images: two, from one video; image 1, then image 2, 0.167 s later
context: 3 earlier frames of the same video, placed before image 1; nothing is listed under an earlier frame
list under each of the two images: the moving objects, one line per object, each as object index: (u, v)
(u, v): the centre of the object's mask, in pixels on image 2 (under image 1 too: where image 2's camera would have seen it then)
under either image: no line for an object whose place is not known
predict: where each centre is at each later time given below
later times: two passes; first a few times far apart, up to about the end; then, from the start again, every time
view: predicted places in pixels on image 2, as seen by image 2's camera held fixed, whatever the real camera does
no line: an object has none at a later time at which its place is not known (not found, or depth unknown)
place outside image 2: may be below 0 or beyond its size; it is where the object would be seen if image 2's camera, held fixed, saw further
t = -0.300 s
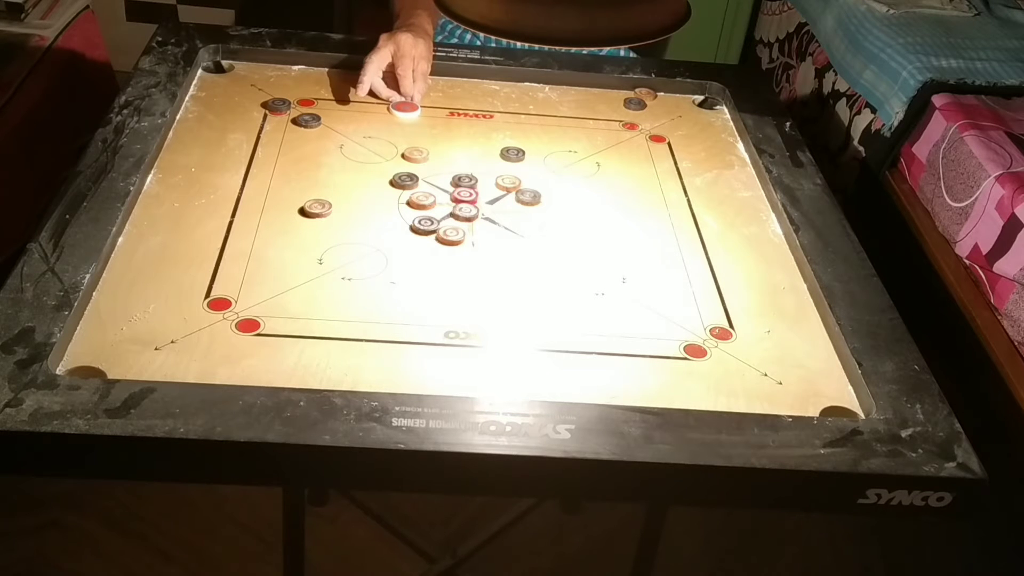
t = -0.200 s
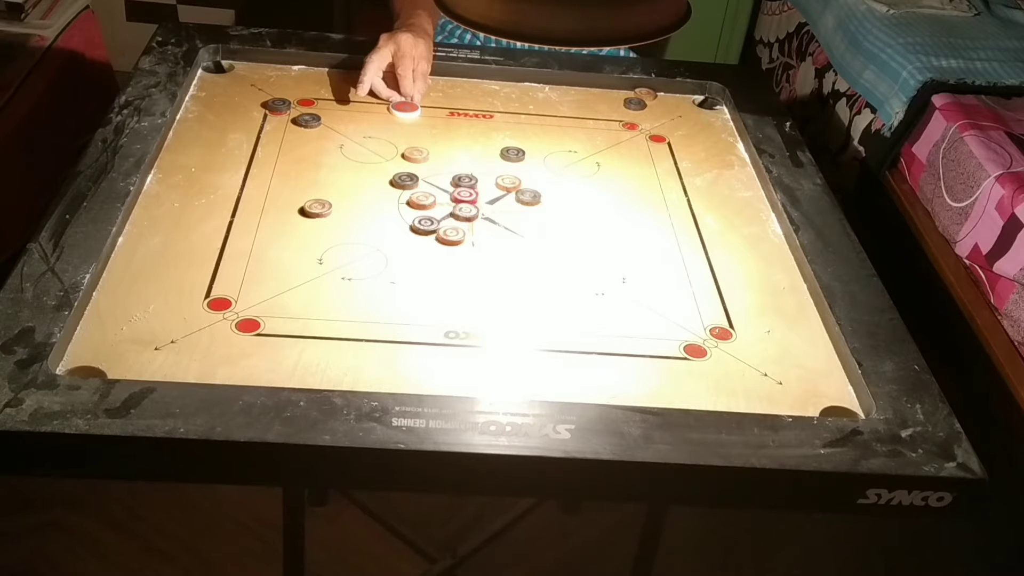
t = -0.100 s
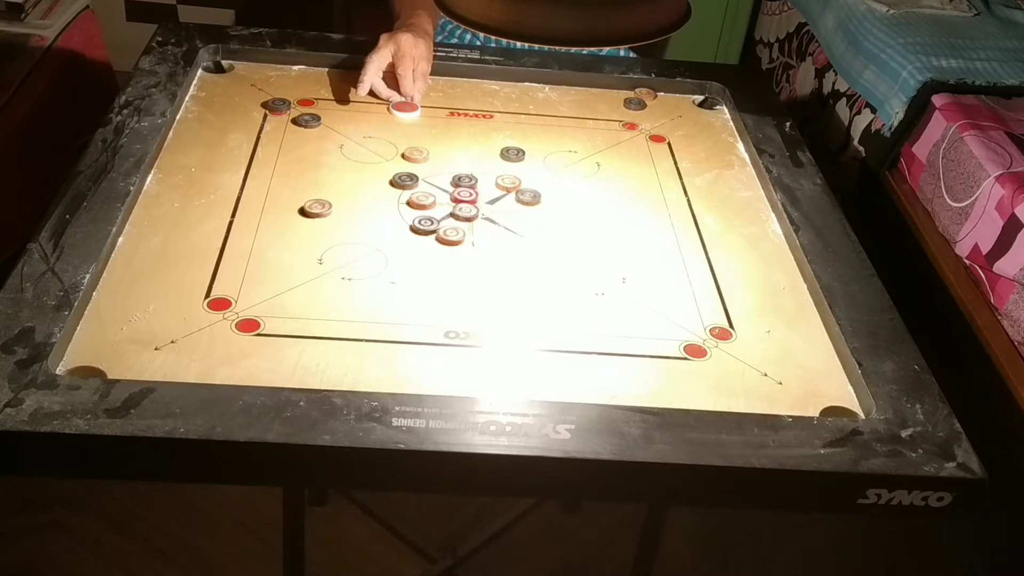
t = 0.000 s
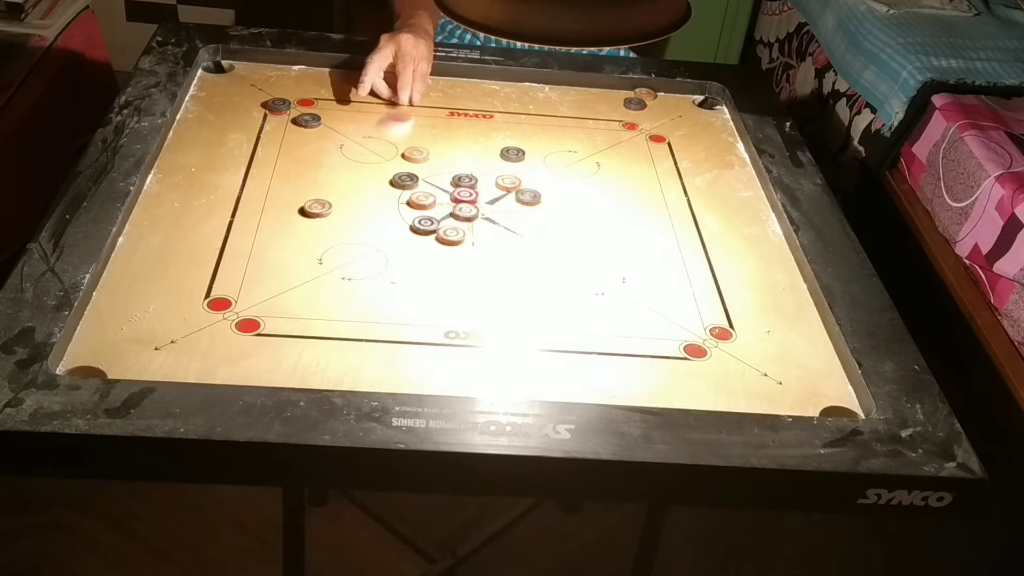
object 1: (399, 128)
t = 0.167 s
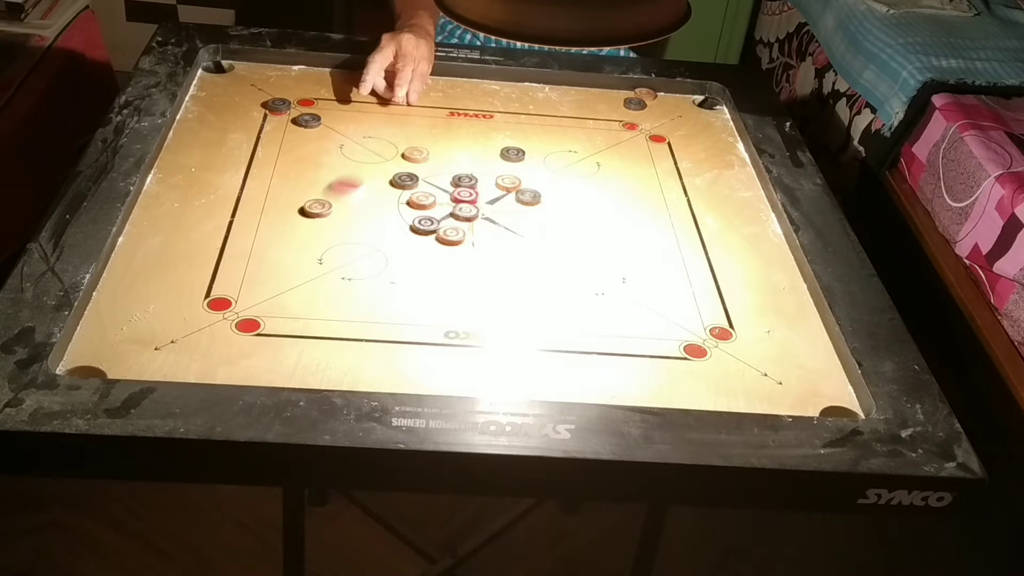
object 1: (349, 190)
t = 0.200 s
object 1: (347, 206)
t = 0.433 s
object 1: (320, 242)
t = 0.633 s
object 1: (313, 255)
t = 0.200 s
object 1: (347, 206)
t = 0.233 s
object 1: (337, 209)
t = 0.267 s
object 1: (333, 215)
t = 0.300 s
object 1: (330, 221)
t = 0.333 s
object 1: (327, 227)
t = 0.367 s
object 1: (324, 232)
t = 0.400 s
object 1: (322, 237)
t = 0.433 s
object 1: (320, 242)
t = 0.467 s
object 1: (318, 245)
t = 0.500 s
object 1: (317, 248)
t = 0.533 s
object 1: (316, 251)
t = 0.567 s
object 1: (314, 253)
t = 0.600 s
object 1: (313, 254)
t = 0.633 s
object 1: (313, 255)
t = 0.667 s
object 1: (313, 255)
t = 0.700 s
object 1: (313, 255)
